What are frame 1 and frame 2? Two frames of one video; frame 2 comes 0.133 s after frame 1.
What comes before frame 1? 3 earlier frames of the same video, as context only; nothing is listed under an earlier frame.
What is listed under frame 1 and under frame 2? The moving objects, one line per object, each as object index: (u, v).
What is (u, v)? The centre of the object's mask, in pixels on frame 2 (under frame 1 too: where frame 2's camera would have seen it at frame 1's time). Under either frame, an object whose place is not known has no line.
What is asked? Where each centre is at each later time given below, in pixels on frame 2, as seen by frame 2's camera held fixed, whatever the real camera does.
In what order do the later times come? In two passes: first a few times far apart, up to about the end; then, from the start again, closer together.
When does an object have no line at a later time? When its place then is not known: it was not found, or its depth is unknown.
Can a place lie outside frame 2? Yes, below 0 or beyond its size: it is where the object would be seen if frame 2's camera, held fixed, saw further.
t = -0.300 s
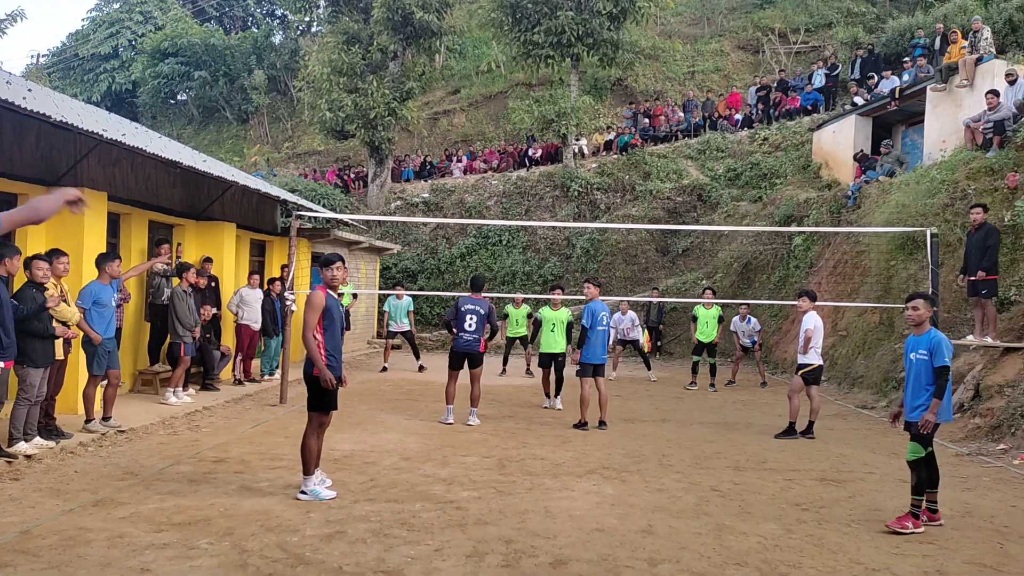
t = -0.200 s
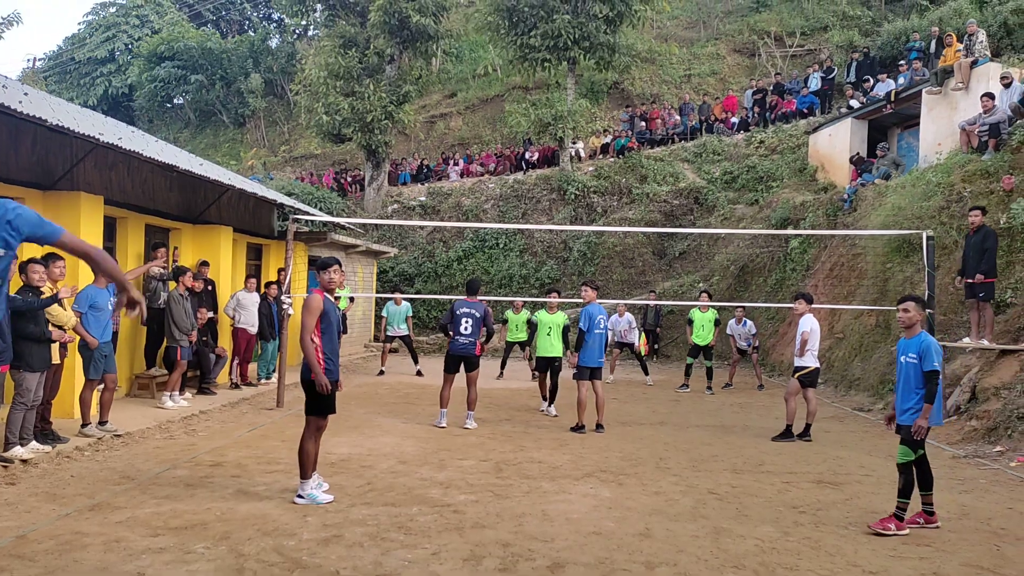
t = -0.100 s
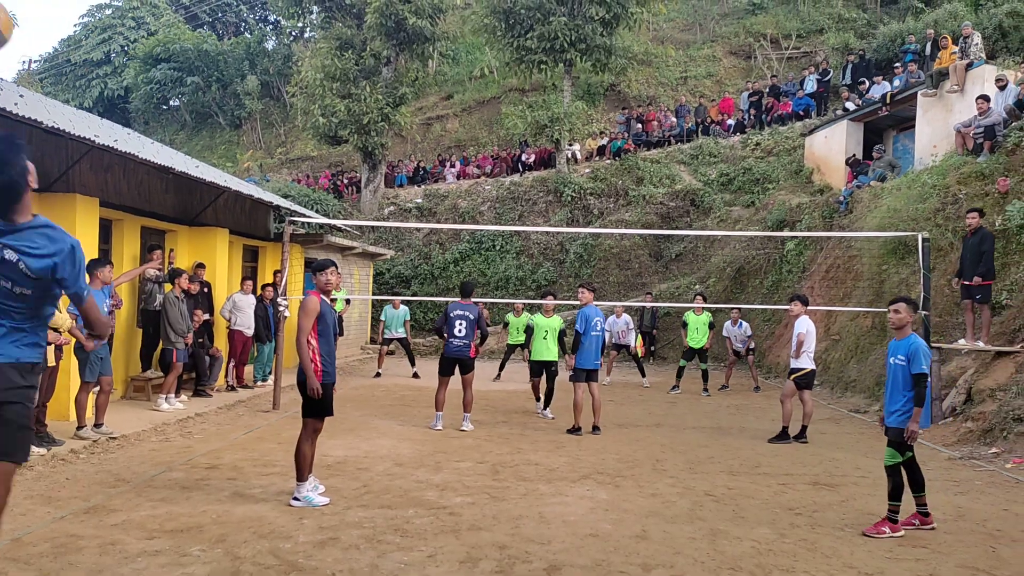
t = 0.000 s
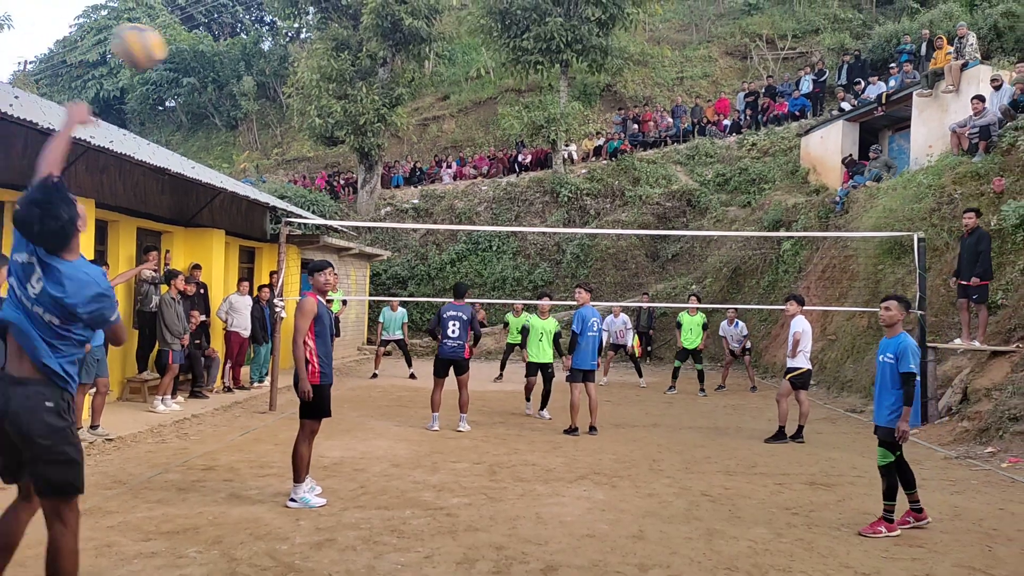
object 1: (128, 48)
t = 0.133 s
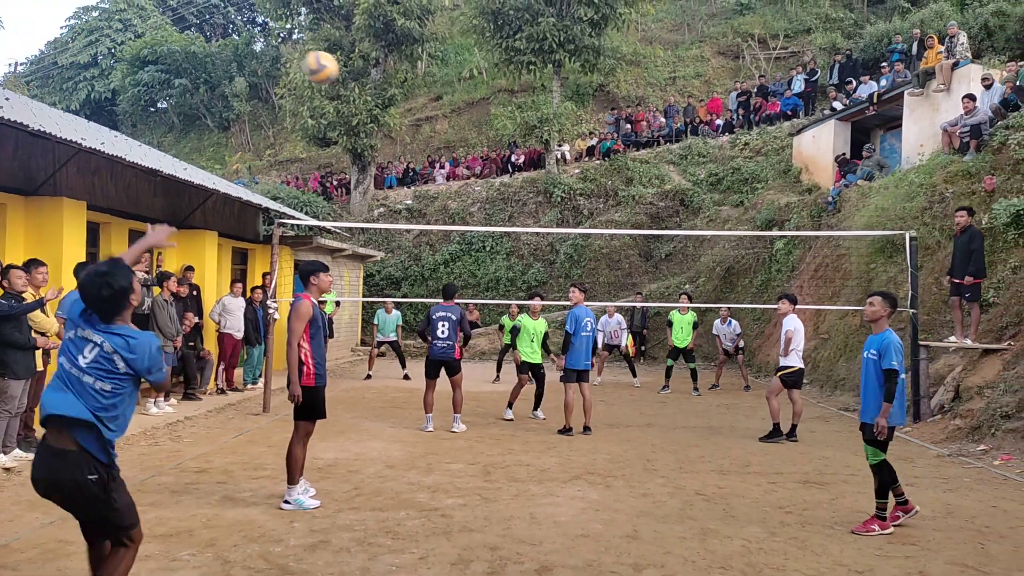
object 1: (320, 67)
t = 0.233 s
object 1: (394, 90)
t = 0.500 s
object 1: (497, 167)
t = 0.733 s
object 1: (541, 234)
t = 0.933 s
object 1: (561, 291)
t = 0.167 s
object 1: (349, 75)
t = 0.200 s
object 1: (373, 82)
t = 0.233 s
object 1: (394, 90)
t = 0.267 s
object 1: (413, 99)
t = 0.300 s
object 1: (429, 108)
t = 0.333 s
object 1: (444, 117)
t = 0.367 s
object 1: (457, 127)
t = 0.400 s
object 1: (469, 137)
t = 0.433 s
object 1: (479, 147)
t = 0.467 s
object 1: (489, 157)
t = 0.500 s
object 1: (497, 167)
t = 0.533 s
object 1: (505, 175)
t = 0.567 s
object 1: (512, 187)
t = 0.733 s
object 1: (541, 234)
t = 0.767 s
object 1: (545, 244)
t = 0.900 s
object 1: (560, 282)
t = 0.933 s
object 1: (561, 291)
